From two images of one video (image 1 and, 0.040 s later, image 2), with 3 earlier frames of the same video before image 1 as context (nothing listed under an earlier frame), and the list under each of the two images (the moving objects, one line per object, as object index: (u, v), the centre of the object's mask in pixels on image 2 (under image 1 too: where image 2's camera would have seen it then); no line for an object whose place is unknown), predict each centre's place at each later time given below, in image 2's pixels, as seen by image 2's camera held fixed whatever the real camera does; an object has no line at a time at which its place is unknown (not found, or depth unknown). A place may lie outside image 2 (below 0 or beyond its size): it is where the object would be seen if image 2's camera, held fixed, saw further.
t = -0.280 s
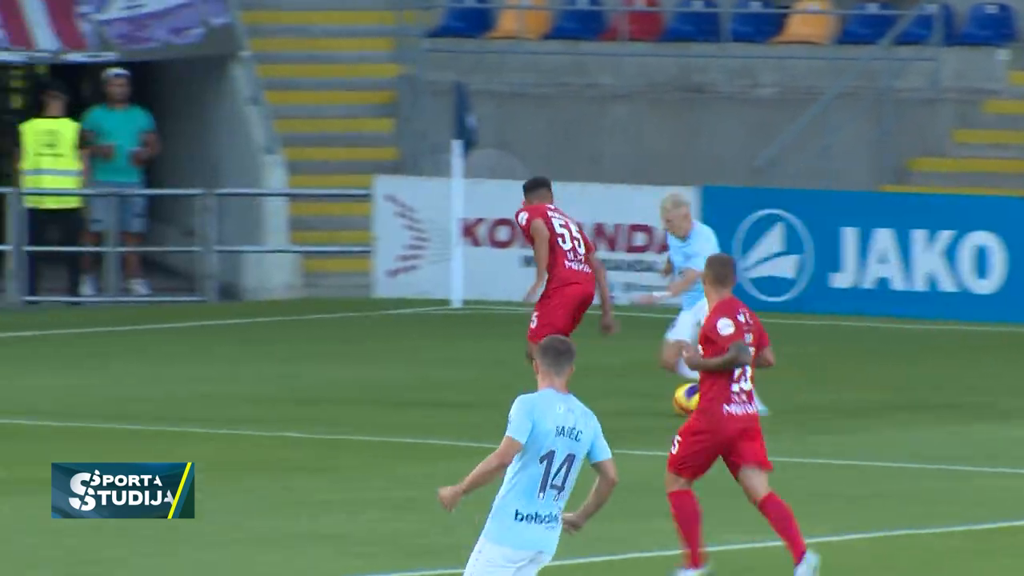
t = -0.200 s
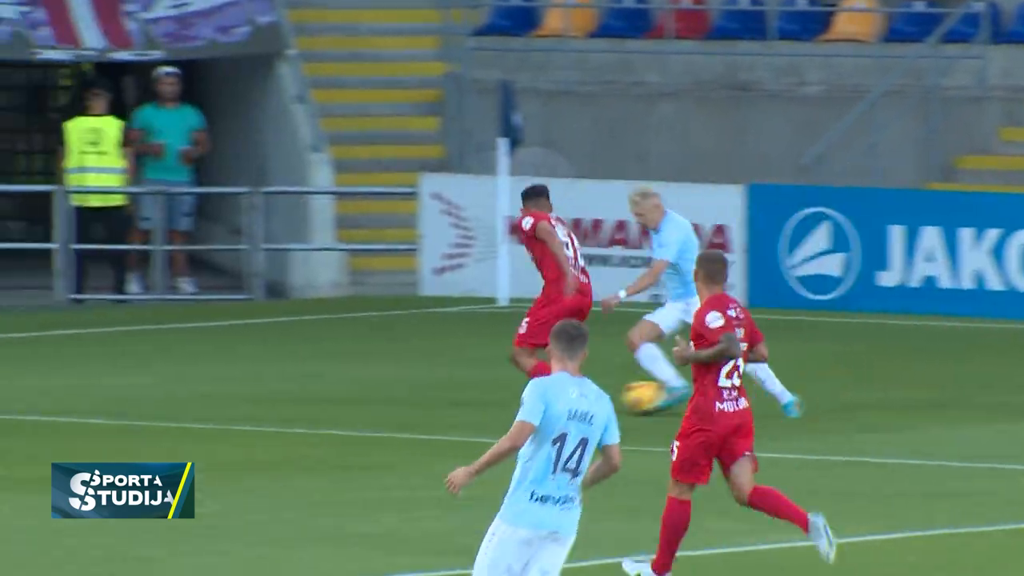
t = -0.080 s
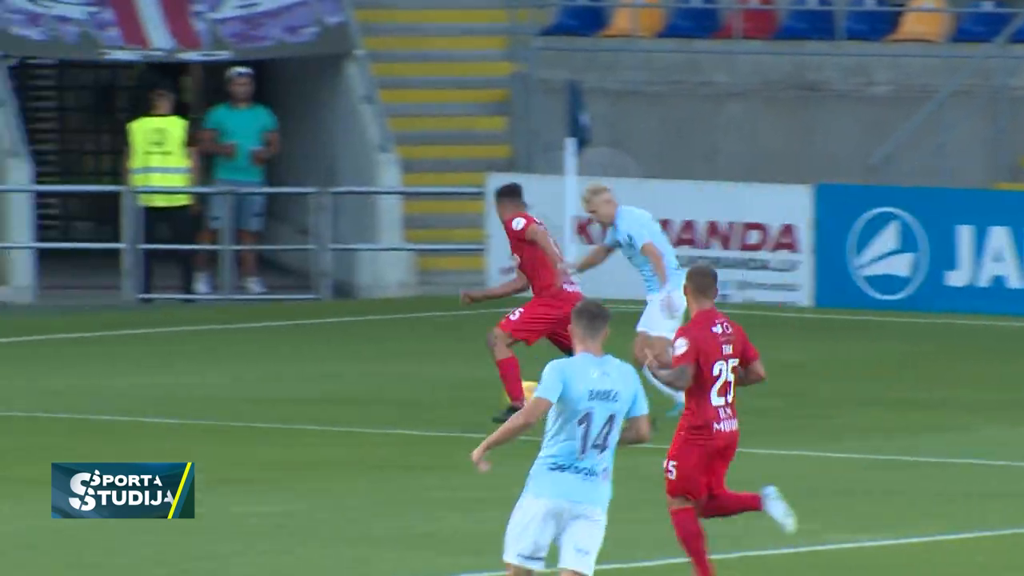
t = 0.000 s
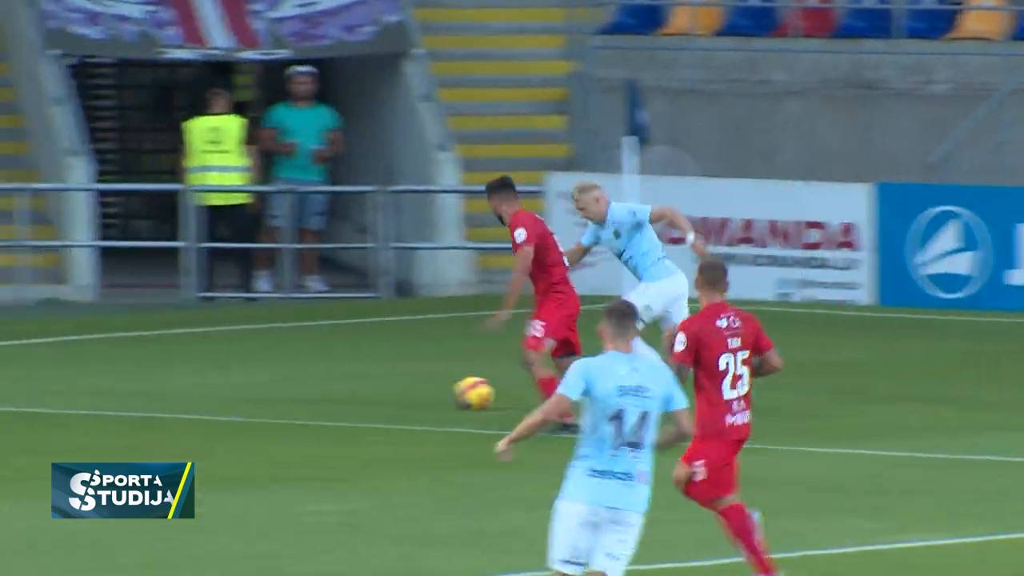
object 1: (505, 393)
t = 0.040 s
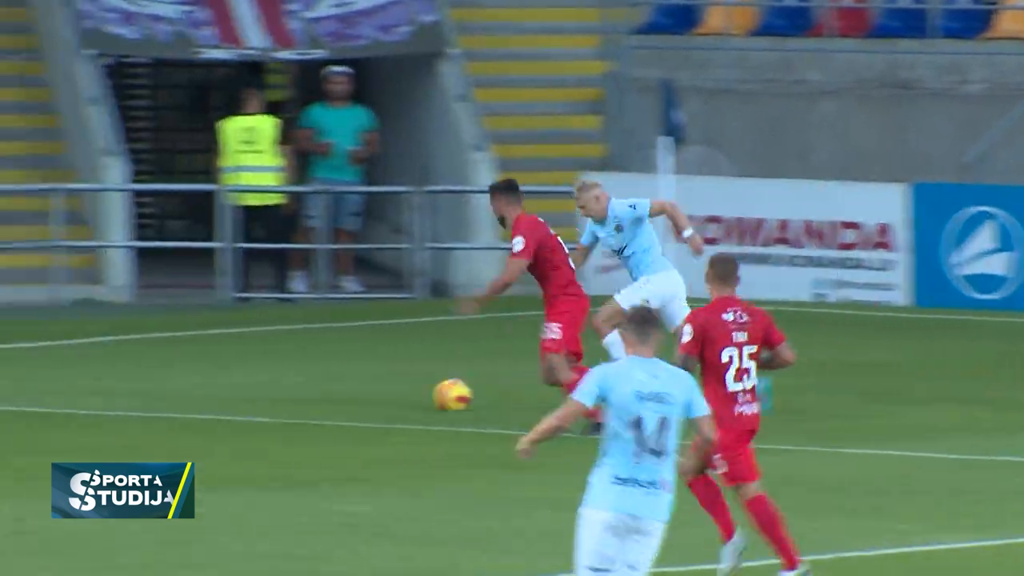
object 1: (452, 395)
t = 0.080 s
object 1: (403, 393)
